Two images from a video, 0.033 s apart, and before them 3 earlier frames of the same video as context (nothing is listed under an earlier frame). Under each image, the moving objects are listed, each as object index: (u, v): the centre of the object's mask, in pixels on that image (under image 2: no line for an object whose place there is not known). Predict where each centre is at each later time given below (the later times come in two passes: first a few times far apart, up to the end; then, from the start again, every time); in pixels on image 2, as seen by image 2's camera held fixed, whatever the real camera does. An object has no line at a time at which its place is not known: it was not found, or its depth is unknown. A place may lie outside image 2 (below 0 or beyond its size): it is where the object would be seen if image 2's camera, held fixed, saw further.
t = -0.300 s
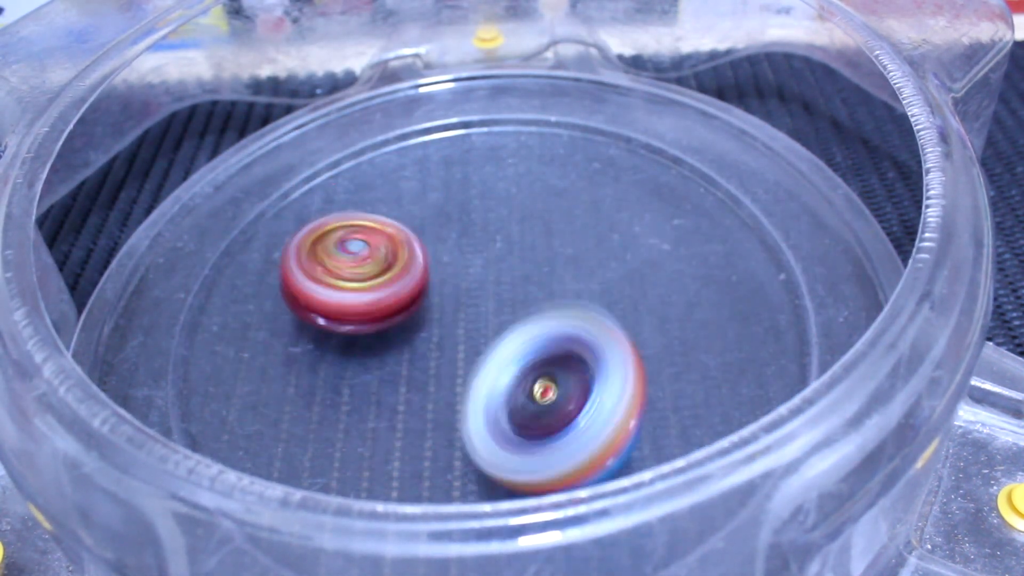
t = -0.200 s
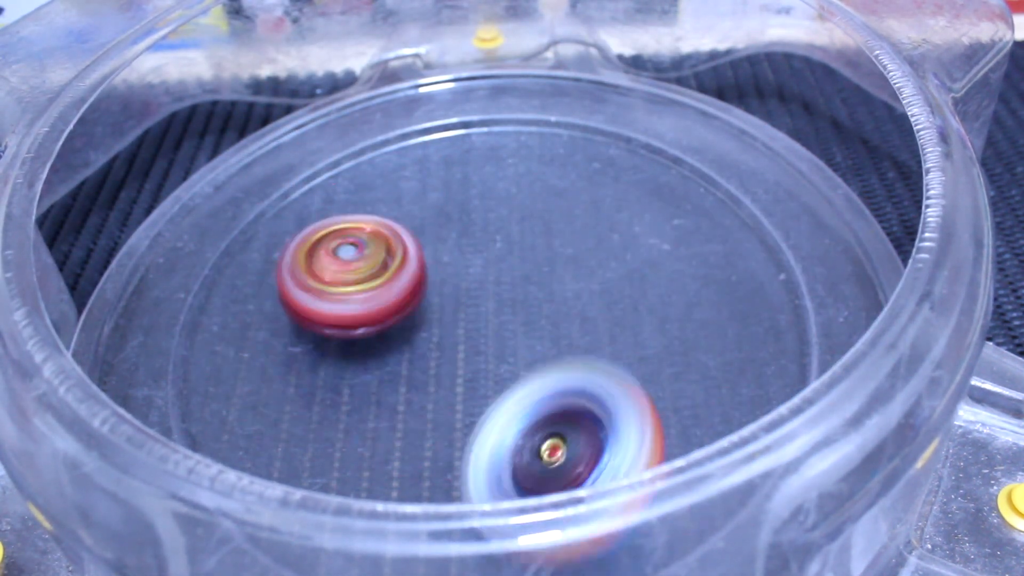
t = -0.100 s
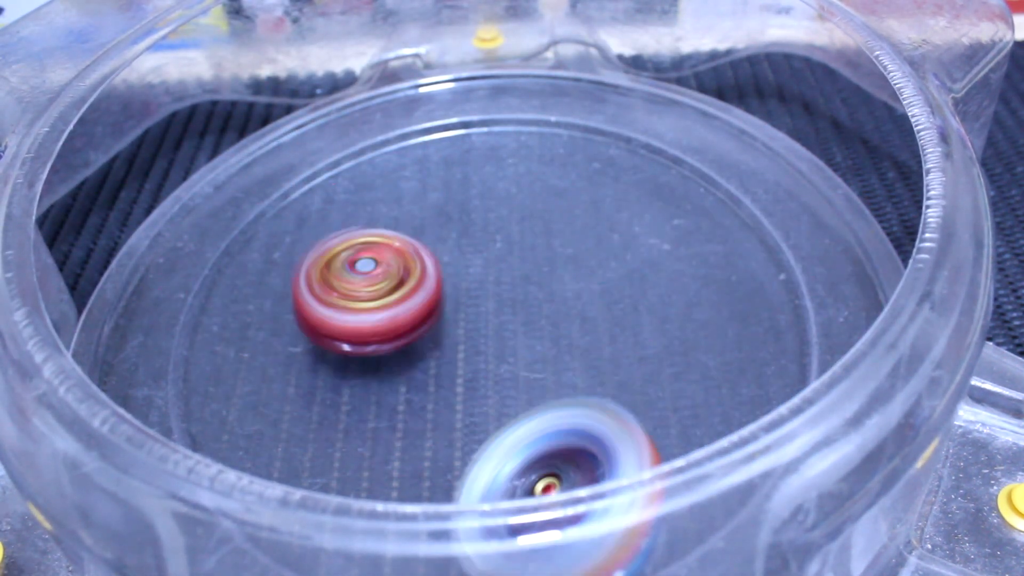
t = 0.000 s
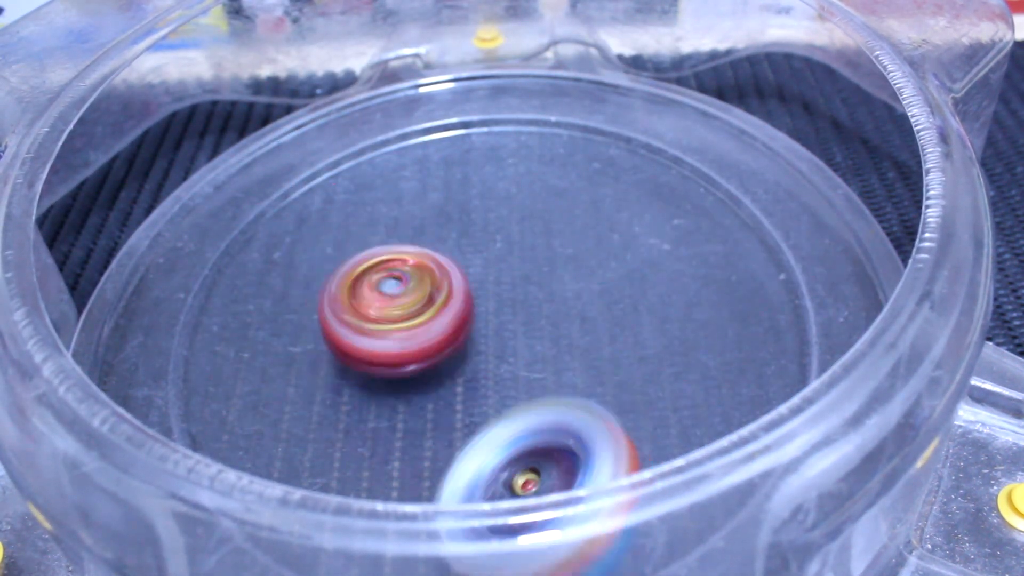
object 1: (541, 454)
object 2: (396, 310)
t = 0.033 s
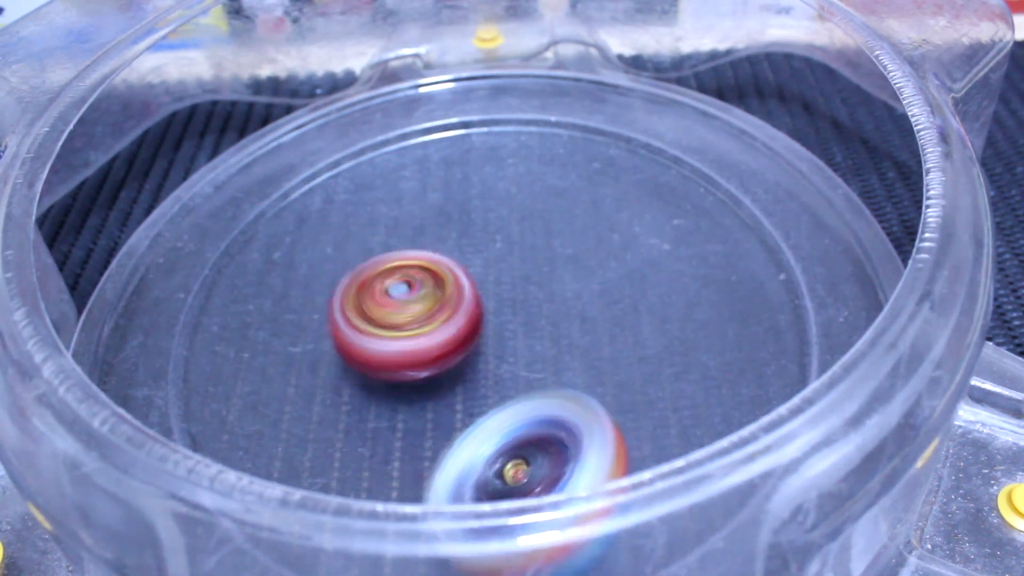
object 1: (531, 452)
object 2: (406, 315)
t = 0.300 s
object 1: (452, 455)
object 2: (437, 248)
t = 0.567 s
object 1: (355, 414)
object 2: (475, 256)
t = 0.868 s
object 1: (301, 260)
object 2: (475, 314)
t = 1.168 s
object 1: (309, 226)
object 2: (448, 343)
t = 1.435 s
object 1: (381, 226)
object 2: (478, 353)
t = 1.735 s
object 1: (473, 193)
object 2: (502, 322)
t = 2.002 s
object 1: (529, 132)
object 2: (487, 329)
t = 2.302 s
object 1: (615, 255)
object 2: (434, 342)
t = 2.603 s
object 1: (682, 343)
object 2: (420, 352)
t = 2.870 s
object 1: (616, 344)
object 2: (430, 340)
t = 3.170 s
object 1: (737, 354)
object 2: (346, 300)
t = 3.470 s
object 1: (491, 398)
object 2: (379, 305)
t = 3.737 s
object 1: (421, 469)
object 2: (426, 126)
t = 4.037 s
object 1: (363, 273)
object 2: (491, 178)
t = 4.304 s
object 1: (394, 212)
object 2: (546, 296)
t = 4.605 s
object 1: (344, 390)
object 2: (641, 399)
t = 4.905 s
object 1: (295, 381)
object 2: (620, 396)
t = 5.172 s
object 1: (416, 181)
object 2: (492, 341)
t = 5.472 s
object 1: (428, 225)
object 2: (413, 350)
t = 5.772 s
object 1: (447, 208)
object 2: (420, 438)
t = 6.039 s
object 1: (586, 186)
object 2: (506, 347)
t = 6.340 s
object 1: (692, 194)
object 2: (526, 221)
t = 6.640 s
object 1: (603, 364)
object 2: (437, 248)
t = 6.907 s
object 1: (458, 453)
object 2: (384, 342)
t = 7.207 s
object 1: (423, 446)
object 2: (432, 338)
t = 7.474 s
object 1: (428, 383)
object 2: (477, 271)
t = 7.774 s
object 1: (296, 293)
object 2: (552, 291)
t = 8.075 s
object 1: (319, 249)
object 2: (467, 309)
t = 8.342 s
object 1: (370, 201)
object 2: (552, 338)
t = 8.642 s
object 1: (485, 214)
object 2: (553, 346)
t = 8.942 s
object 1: (524, 194)
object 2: (489, 349)
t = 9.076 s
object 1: (510, 197)
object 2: (448, 341)
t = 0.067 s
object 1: (518, 446)
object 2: (416, 320)
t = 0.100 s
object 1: (505, 439)
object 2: (426, 324)
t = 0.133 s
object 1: (491, 431)
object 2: (432, 323)
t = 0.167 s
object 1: (486, 436)
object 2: (437, 308)
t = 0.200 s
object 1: (480, 441)
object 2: (435, 287)
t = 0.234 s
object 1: (472, 448)
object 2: (436, 272)
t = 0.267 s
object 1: (463, 453)
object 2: (435, 258)
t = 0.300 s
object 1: (452, 455)
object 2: (437, 248)
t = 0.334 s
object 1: (440, 457)
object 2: (440, 242)
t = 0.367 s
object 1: (428, 456)
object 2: (445, 238)
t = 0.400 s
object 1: (415, 454)
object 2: (449, 235)
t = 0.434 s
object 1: (401, 450)
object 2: (455, 236)
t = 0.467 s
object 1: (387, 445)
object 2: (460, 240)
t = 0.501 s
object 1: (374, 437)
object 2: (465, 245)
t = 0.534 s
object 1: (364, 427)
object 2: (470, 249)
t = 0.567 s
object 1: (355, 414)
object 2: (475, 256)
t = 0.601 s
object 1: (347, 394)
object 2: (481, 264)
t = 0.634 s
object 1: (339, 375)
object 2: (486, 271)
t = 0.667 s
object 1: (332, 356)
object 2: (488, 277)
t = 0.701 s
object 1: (325, 337)
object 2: (489, 283)
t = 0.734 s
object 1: (320, 319)
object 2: (490, 290)
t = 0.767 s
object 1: (314, 302)
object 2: (489, 294)
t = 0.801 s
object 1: (310, 287)
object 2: (485, 300)
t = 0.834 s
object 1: (305, 272)
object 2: (481, 307)
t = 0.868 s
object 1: (301, 260)
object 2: (475, 314)
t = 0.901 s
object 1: (299, 250)
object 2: (469, 317)
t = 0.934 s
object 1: (296, 241)
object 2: (463, 323)
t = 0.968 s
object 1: (294, 233)
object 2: (459, 327)
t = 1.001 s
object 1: (294, 228)
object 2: (455, 330)
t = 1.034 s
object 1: (295, 225)
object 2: (452, 334)
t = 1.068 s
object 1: (296, 223)
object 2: (450, 337)
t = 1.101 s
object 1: (299, 223)
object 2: (449, 339)
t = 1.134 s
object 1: (304, 224)
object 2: (448, 341)
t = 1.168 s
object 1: (309, 226)
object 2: (448, 343)
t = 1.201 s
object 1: (317, 229)
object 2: (449, 342)
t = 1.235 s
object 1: (326, 233)
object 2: (449, 342)
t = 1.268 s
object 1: (336, 238)
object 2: (451, 342)
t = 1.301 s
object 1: (348, 243)
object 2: (452, 340)
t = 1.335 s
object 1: (359, 245)
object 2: (454, 342)
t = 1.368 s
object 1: (366, 238)
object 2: (464, 348)
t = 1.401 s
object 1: (373, 235)
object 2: (471, 351)
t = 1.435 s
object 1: (381, 226)
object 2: (478, 353)
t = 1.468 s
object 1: (389, 220)
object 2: (485, 352)
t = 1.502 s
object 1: (397, 214)
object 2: (489, 349)
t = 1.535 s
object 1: (407, 210)
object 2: (494, 346)
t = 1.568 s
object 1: (415, 200)
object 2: (498, 342)
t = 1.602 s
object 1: (427, 206)
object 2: (500, 338)
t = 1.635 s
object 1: (438, 197)
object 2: (501, 332)
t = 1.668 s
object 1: (451, 201)
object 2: (503, 327)
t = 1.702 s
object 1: (462, 191)
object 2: (501, 322)
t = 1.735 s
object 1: (473, 193)
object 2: (502, 322)
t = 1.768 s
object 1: (480, 172)
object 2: (505, 328)
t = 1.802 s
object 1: (487, 162)
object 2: (505, 331)
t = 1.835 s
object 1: (494, 149)
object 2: (504, 331)
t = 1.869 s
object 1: (501, 139)
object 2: (501, 331)
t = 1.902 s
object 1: (509, 134)
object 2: (499, 331)
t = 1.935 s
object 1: (515, 128)
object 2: (495, 330)
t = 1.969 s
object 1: (522, 131)
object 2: (490, 330)
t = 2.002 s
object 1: (529, 132)
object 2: (487, 329)
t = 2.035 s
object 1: (536, 140)
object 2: (483, 328)
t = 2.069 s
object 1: (542, 148)
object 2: (478, 328)
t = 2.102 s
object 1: (548, 163)
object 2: (474, 327)
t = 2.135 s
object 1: (555, 177)
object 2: (470, 327)
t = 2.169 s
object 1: (561, 196)
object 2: (466, 327)
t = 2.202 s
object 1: (569, 214)
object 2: (463, 327)
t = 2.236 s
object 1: (581, 229)
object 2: (450, 333)
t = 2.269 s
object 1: (599, 236)
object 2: (440, 338)
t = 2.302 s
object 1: (615, 255)
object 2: (434, 342)
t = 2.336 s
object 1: (629, 262)
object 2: (429, 343)
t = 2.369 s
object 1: (644, 277)
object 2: (424, 344)
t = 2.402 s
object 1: (656, 284)
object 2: (421, 347)
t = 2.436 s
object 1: (666, 305)
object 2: (419, 348)
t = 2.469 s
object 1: (673, 307)
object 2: (418, 349)
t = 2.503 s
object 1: (679, 326)
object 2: (416, 350)
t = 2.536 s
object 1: (681, 336)
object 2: (417, 351)
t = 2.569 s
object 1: (683, 342)
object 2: (418, 352)
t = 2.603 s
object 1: (682, 343)
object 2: (420, 352)
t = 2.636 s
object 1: (676, 347)
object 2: (421, 351)
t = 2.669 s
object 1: (670, 349)
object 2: (423, 351)
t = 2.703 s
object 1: (661, 348)
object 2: (425, 350)
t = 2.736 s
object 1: (650, 348)
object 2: (429, 350)
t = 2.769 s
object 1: (638, 344)
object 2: (433, 348)
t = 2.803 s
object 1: (627, 345)
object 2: (438, 347)
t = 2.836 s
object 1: (614, 340)
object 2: (442, 344)
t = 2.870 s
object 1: (616, 344)
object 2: (430, 340)
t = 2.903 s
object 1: (644, 338)
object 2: (406, 334)
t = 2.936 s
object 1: (668, 343)
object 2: (385, 329)
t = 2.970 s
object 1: (692, 342)
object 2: (371, 322)
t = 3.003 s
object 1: (711, 341)
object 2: (360, 317)
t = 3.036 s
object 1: (726, 343)
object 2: (351, 311)
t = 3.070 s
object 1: (736, 342)
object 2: (346, 307)
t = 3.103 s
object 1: (741, 346)
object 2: (344, 304)
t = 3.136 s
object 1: (742, 346)
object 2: (344, 302)
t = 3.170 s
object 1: (737, 354)
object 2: (346, 300)
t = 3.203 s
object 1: (729, 356)
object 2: (348, 299)
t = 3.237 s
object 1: (715, 367)
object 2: (349, 299)
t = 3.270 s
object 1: (694, 374)
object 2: (352, 299)
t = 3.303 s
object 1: (667, 383)
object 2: (355, 299)
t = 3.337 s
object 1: (636, 391)
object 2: (358, 300)
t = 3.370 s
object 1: (603, 400)
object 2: (363, 301)
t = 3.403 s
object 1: (566, 400)
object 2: (368, 302)
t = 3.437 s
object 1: (528, 406)
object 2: (373, 303)
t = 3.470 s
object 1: (491, 398)
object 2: (379, 305)
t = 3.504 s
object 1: (463, 417)
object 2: (383, 297)
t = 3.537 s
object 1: (451, 432)
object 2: (369, 259)
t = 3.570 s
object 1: (443, 446)
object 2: (363, 222)
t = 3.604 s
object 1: (445, 469)
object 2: (366, 192)
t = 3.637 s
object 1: (441, 472)
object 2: (375, 166)
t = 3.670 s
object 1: (423, 462)
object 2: (391, 147)
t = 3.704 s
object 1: (417, 461)
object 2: (408, 132)
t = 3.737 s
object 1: (421, 469)
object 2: (426, 126)
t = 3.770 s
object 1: (395, 450)
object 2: (436, 123)
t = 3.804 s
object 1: (381, 429)
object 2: (446, 124)
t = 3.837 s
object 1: (378, 413)
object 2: (453, 127)
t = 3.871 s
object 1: (380, 410)
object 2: (460, 132)
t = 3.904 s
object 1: (375, 379)
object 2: (466, 140)
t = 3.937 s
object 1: (371, 353)
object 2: (473, 147)
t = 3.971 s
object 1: (366, 317)
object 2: (479, 158)
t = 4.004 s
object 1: (368, 296)
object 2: (486, 168)
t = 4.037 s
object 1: (363, 273)
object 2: (491, 178)
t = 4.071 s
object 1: (364, 247)
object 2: (497, 190)
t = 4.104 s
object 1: (363, 228)
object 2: (502, 201)
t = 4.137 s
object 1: (361, 204)
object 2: (511, 213)
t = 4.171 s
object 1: (364, 201)
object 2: (518, 229)
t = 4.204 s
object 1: (368, 196)
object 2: (526, 245)
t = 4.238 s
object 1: (373, 183)
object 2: (534, 263)
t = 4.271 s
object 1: (382, 193)
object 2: (540, 280)
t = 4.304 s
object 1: (394, 212)
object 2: (546, 296)
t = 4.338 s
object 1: (403, 218)
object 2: (552, 309)
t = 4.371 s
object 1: (413, 241)
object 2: (558, 321)
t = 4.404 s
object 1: (423, 259)
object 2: (565, 334)
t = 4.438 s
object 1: (435, 286)
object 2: (570, 342)
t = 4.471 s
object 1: (435, 309)
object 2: (583, 354)
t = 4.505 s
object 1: (420, 329)
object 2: (602, 369)
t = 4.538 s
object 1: (400, 351)
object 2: (619, 384)
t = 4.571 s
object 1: (375, 372)
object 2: (632, 395)
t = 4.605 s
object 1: (344, 390)
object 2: (641, 399)
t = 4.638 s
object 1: (312, 406)
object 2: (645, 401)
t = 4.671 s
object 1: (277, 412)
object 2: (645, 403)
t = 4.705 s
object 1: (252, 414)
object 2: (645, 403)
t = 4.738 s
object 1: (230, 414)
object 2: (643, 404)
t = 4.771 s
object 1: (224, 409)
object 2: (643, 402)
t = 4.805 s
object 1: (232, 414)
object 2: (640, 401)
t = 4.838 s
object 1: (249, 406)
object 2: (636, 399)
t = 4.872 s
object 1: (268, 394)
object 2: (628, 399)
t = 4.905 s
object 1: (295, 381)
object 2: (620, 396)
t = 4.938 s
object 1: (320, 360)
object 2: (610, 392)
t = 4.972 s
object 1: (347, 339)
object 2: (593, 384)
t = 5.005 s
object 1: (367, 312)
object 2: (573, 374)
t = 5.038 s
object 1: (391, 295)
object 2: (549, 363)
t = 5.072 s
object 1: (407, 271)
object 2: (527, 353)
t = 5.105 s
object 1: (410, 241)
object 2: (515, 347)
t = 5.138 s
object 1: (417, 214)
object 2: (504, 343)
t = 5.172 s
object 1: (416, 181)
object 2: (492, 341)
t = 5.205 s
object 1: (415, 166)
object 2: (482, 339)
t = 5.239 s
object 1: (411, 138)
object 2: (470, 337)
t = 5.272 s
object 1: (408, 126)
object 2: (458, 339)
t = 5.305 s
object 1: (412, 126)
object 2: (447, 338)
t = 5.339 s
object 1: (415, 139)
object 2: (436, 339)
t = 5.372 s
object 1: (421, 160)
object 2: (428, 342)
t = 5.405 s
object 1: (423, 183)
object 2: (422, 342)
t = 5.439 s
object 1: (426, 204)
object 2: (417, 348)
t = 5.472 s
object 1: (428, 225)
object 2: (413, 350)
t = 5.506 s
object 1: (427, 227)
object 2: (407, 370)
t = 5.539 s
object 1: (430, 230)
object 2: (403, 391)
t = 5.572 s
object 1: (428, 222)
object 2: (396, 409)
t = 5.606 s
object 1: (430, 225)
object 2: (394, 422)
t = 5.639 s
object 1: (430, 220)
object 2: (394, 433)
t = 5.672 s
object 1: (433, 217)
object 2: (398, 437)
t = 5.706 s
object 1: (436, 215)
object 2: (404, 439)
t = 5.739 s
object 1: (443, 212)
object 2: (413, 440)
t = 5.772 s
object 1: (447, 208)
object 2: (420, 438)
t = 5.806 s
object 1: (455, 206)
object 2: (425, 437)
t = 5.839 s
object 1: (462, 205)
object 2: (435, 432)
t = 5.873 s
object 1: (476, 202)
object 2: (447, 424)
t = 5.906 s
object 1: (491, 200)
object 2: (457, 414)
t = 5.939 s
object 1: (511, 194)
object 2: (470, 398)
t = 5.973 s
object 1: (534, 193)
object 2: (482, 384)
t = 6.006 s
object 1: (557, 189)
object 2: (494, 365)
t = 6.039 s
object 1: (586, 186)
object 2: (506, 347)
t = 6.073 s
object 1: (609, 184)
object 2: (515, 331)
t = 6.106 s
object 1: (635, 177)
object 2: (524, 313)
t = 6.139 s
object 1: (655, 176)
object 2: (530, 296)
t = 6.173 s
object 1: (670, 172)
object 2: (535, 278)
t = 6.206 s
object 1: (682, 171)
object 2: (544, 261)
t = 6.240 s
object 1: (685, 174)
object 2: (544, 250)
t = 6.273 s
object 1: (687, 179)
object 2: (545, 238)
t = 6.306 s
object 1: (691, 186)
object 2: (536, 229)
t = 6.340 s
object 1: (692, 194)
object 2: (526, 221)
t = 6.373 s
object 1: (691, 204)
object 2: (517, 212)
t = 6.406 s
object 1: (685, 219)
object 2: (508, 209)
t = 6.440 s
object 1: (676, 235)
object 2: (500, 213)
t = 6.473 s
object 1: (668, 255)
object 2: (487, 216)
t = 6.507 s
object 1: (655, 279)
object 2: (476, 218)
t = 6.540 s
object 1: (644, 300)
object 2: (463, 220)
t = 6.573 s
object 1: (632, 323)
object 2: (455, 228)
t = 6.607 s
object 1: (617, 344)
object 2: (449, 236)
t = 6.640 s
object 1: (603, 364)
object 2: (437, 248)
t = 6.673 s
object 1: (584, 387)
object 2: (425, 259)
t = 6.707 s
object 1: (566, 403)
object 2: (419, 269)
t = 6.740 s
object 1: (544, 418)
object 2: (414, 283)
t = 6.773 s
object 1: (522, 430)
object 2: (404, 297)
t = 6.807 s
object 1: (504, 440)
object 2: (395, 308)
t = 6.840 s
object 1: (483, 448)
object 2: (395, 320)
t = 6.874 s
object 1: (471, 452)
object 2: (393, 331)
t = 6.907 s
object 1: (458, 453)
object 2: (384, 342)
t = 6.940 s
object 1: (445, 453)
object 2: (379, 347)
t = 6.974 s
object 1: (436, 449)
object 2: (380, 348)
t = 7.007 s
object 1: (423, 445)
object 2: (389, 344)
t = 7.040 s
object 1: (414, 448)
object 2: (397, 347)
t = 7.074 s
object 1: (413, 450)
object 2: (404, 348)
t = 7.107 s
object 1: (412, 454)
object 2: (411, 345)
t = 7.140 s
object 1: (412, 454)
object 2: (419, 342)
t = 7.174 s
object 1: (416, 450)
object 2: (425, 340)
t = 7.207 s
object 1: (423, 446)
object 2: (432, 338)
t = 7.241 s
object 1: (424, 440)
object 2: (440, 335)
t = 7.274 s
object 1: (421, 439)
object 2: (447, 328)
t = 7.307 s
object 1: (422, 437)
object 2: (454, 320)
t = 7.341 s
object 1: (427, 433)
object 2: (460, 313)
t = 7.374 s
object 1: (431, 427)
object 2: (463, 306)
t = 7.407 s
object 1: (432, 417)
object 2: (470, 294)
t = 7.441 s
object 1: (434, 400)
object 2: (475, 281)
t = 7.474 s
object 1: (428, 383)
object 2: (477, 271)
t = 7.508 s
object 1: (419, 370)
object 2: (489, 270)
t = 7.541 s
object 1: (408, 358)
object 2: (499, 267)
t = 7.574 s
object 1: (384, 348)
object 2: (505, 267)
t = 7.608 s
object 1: (367, 338)
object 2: (514, 268)
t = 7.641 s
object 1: (352, 331)
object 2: (526, 267)
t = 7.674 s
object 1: (338, 324)
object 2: (537, 271)
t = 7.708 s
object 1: (323, 315)
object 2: (545, 278)
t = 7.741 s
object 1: (309, 303)
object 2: (553, 285)
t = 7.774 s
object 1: (296, 293)
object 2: (552, 291)
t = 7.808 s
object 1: (287, 283)
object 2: (543, 299)
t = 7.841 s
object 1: (278, 274)
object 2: (535, 304)
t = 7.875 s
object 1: (275, 266)
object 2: (527, 308)
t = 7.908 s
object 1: (273, 262)
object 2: (518, 314)
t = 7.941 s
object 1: (279, 258)
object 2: (506, 319)
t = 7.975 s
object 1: (283, 255)
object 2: (495, 319)
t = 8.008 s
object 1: (295, 253)
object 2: (485, 317)
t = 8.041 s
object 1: (306, 252)
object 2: (471, 311)
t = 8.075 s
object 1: (319, 249)
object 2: (467, 309)
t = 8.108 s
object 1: (321, 238)
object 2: (483, 313)
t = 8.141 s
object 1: (324, 230)
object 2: (497, 319)
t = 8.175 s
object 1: (326, 223)
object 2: (507, 327)
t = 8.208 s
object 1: (331, 215)
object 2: (517, 331)
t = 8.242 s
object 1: (342, 207)
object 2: (524, 336)
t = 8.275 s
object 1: (347, 203)
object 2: (533, 338)
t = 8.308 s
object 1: (359, 200)
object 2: (542, 337)
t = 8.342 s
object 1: (370, 201)
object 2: (552, 338)
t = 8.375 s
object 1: (382, 202)
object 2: (558, 339)
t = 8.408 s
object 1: (400, 204)
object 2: (563, 338)
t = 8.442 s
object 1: (420, 208)
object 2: (561, 340)
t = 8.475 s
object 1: (436, 212)
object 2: (557, 339)
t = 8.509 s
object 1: (448, 218)
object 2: (556, 336)
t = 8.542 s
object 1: (456, 222)
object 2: (554, 333)
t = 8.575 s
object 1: (463, 221)
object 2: (556, 335)
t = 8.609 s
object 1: (473, 219)
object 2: (557, 339)
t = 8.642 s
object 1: (485, 214)
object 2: (553, 346)
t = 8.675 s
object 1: (485, 207)
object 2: (547, 348)
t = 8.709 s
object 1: (490, 204)
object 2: (544, 349)
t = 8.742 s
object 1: (492, 204)
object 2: (539, 350)
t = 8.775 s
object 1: (497, 201)
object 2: (530, 350)
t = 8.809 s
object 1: (505, 202)
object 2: (523, 349)
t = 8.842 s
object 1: (503, 203)
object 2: (519, 345)
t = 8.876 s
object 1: (512, 196)
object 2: (510, 348)
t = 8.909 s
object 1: (520, 191)
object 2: (502, 349)
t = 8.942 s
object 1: (524, 194)
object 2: (489, 349)
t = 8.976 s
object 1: (522, 199)
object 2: (474, 346)
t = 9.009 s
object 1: (515, 203)
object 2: (465, 344)
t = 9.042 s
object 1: (504, 207)
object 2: (463, 338)
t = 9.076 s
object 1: (510, 197)
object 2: (448, 341)
